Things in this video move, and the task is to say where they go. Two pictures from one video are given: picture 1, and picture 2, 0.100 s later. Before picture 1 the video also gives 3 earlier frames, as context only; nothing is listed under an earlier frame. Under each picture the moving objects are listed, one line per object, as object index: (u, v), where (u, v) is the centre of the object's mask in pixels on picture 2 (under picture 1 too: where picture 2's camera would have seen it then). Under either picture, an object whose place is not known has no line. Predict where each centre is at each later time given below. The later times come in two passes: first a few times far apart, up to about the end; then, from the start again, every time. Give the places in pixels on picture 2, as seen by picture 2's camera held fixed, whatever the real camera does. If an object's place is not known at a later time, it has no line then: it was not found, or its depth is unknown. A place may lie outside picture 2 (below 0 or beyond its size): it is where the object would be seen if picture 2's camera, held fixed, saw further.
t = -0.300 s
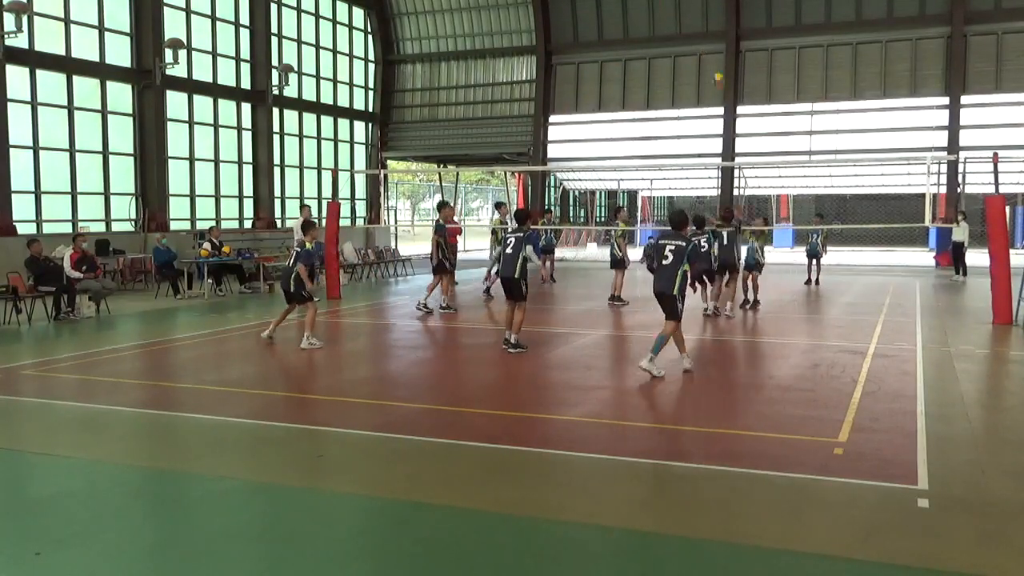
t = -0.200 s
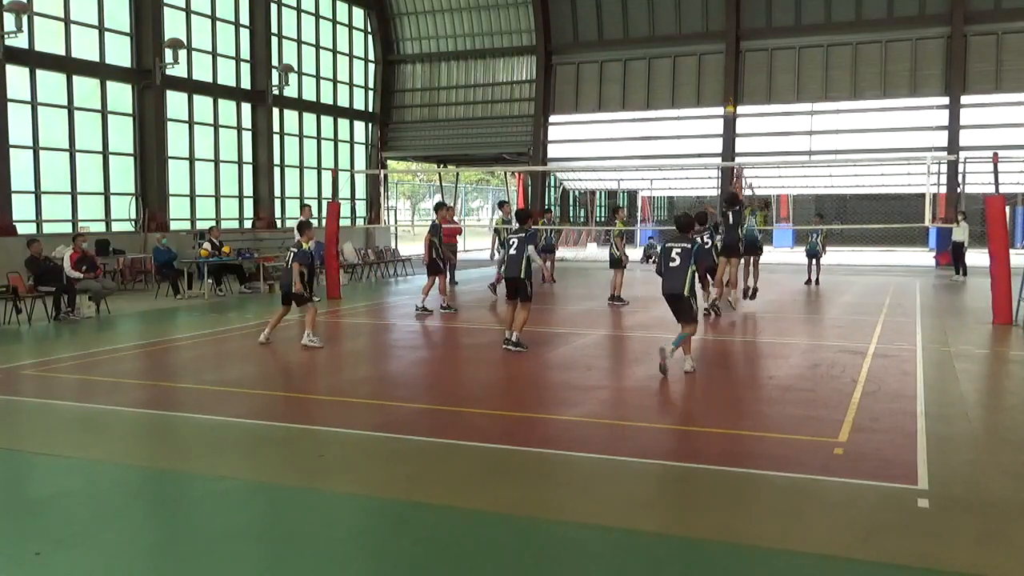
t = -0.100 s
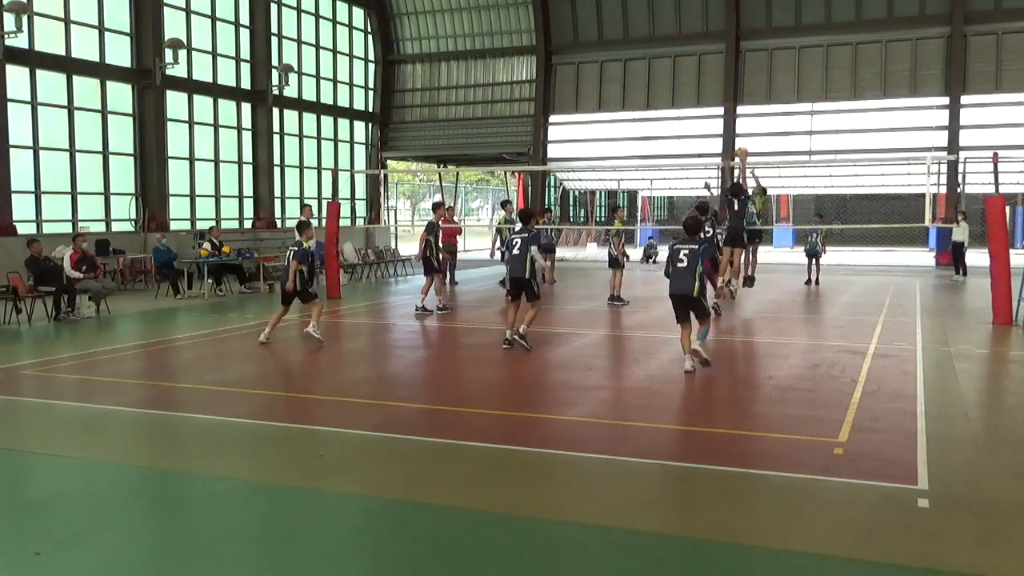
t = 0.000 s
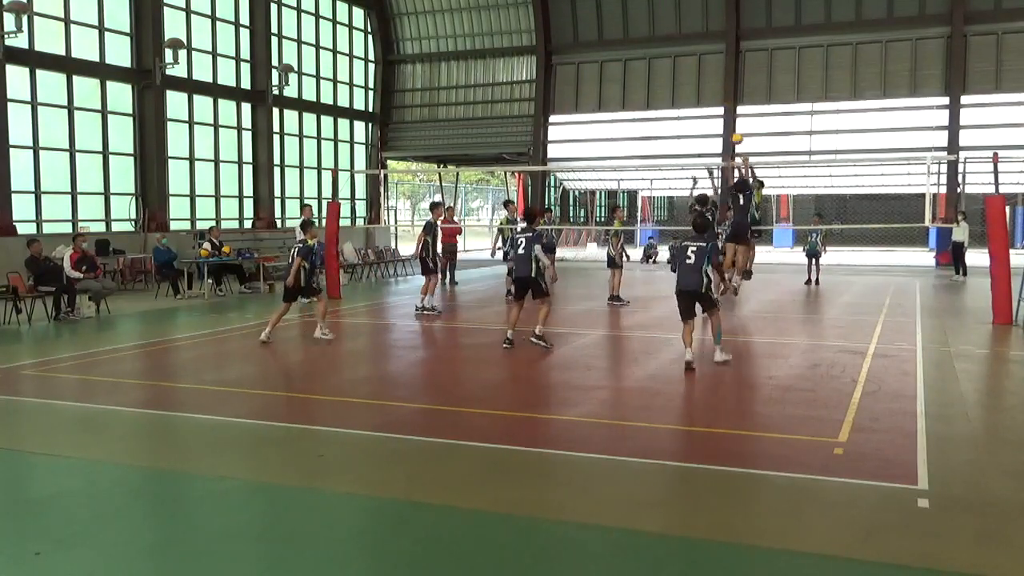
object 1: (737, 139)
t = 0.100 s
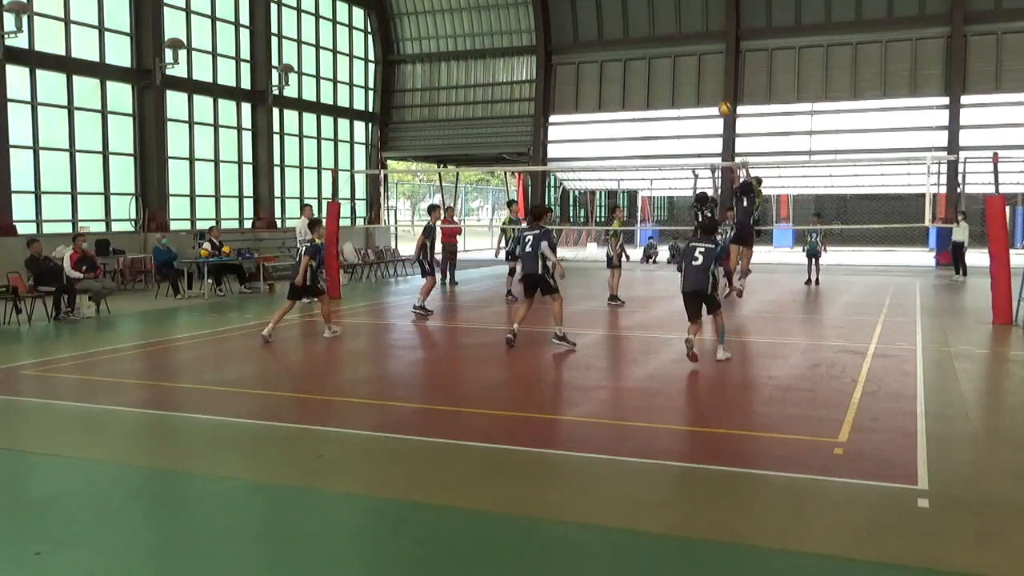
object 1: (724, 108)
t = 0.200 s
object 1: (711, 83)
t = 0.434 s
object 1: (679, 49)
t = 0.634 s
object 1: (647, 48)
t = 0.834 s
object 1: (613, 80)
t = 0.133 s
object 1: (721, 100)
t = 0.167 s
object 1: (716, 91)
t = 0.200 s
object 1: (711, 83)
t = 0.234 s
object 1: (707, 76)
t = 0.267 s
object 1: (702, 70)
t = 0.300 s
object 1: (698, 65)
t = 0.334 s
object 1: (693, 60)
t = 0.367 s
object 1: (689, 56)
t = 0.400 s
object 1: (684, 52)
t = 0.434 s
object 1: (679, 49)
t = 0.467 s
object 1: (673, 46)
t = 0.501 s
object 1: (670, 46)
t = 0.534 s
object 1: (663, 44)
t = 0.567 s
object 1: (658, 44)
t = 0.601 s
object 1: (653, 45)
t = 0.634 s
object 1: (647, 48)
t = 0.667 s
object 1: (642, 51)
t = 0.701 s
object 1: (637, 55)
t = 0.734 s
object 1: (631, 59)
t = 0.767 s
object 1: (624, 65)
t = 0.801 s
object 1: (619, 71)
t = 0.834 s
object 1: (613, 80)
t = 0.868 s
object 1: (608, 85)
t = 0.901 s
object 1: (600, 97)
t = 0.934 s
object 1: (595, 110)
